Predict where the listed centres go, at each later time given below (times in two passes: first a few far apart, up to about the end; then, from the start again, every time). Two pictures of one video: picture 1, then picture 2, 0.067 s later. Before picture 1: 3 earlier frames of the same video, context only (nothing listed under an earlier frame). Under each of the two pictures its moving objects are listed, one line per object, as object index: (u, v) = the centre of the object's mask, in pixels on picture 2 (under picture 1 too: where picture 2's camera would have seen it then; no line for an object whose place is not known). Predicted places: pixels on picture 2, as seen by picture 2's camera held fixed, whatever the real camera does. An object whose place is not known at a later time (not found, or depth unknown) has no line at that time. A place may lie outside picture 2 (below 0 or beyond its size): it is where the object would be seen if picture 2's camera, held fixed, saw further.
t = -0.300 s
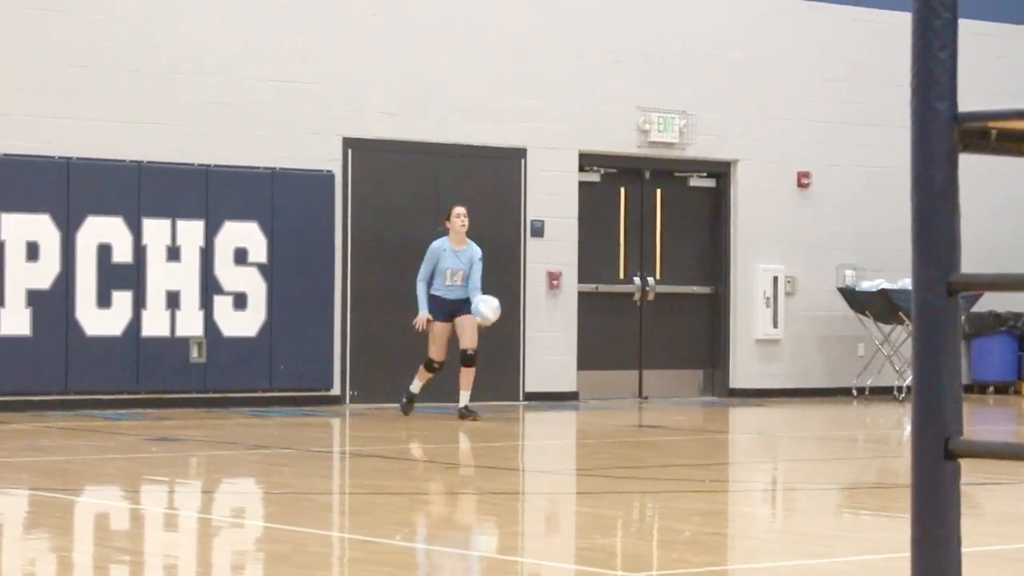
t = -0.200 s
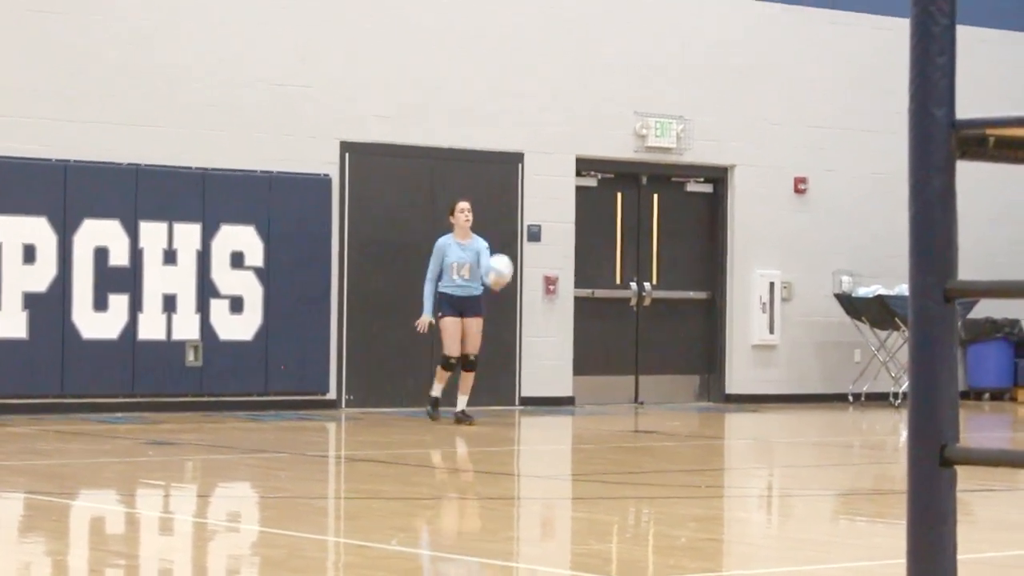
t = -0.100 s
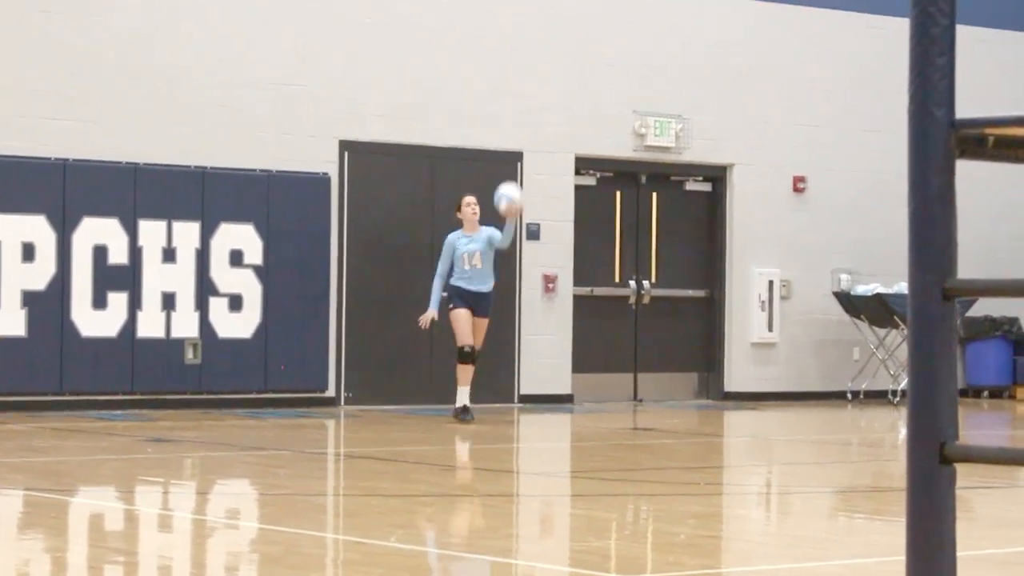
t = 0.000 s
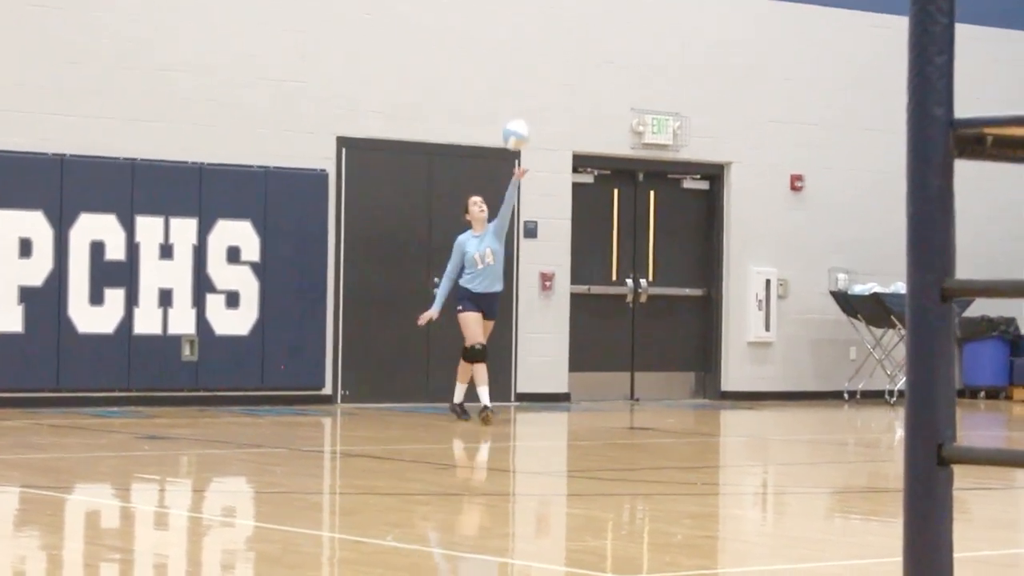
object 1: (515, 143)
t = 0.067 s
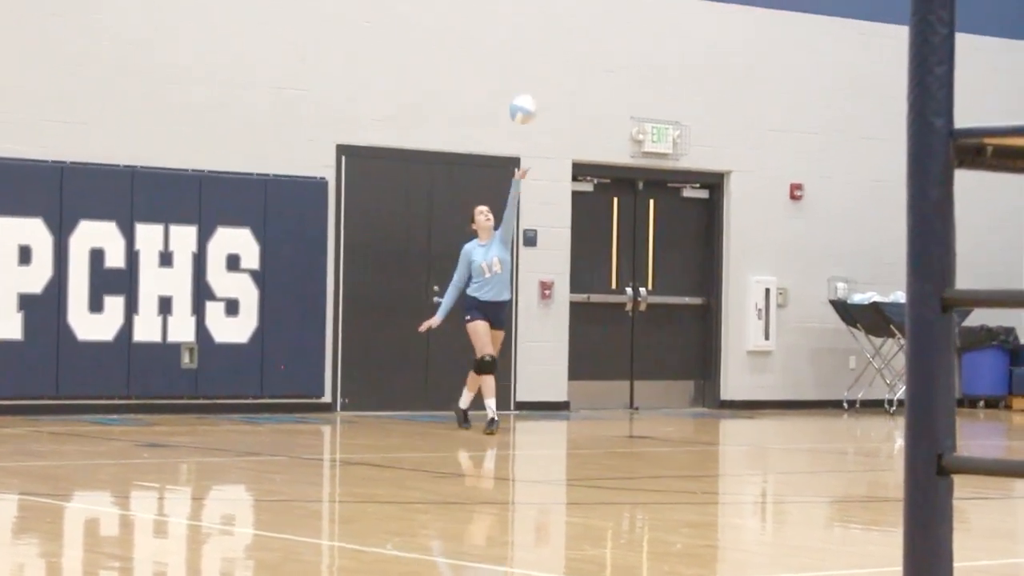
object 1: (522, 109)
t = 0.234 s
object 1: (541, 54)
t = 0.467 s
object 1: (564, 39)
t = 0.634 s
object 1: (580, 76)
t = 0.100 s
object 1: (526, 95)
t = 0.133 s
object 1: (530, 83)
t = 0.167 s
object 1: (534, 71)
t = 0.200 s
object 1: (538, 62)
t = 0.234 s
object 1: (541, 54)
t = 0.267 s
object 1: (544, 47)
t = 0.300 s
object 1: (547, 42)
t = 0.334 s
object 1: (551, 38)
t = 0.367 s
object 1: (555, 36)
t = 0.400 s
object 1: (558, 35)
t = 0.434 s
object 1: (560, 35)
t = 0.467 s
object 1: (564, 39)
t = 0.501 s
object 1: (568, 43)
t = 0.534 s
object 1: (570, 48)
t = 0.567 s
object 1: (574, 56)
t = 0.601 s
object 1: (577, 65)
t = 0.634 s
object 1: (580, 76)
